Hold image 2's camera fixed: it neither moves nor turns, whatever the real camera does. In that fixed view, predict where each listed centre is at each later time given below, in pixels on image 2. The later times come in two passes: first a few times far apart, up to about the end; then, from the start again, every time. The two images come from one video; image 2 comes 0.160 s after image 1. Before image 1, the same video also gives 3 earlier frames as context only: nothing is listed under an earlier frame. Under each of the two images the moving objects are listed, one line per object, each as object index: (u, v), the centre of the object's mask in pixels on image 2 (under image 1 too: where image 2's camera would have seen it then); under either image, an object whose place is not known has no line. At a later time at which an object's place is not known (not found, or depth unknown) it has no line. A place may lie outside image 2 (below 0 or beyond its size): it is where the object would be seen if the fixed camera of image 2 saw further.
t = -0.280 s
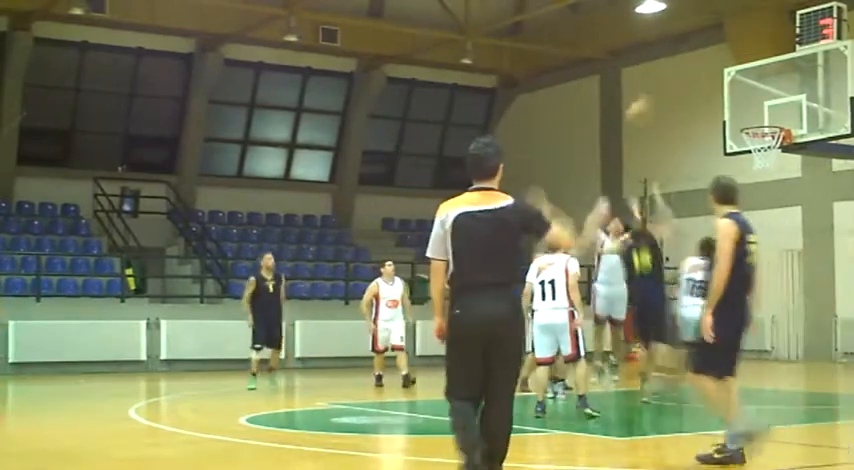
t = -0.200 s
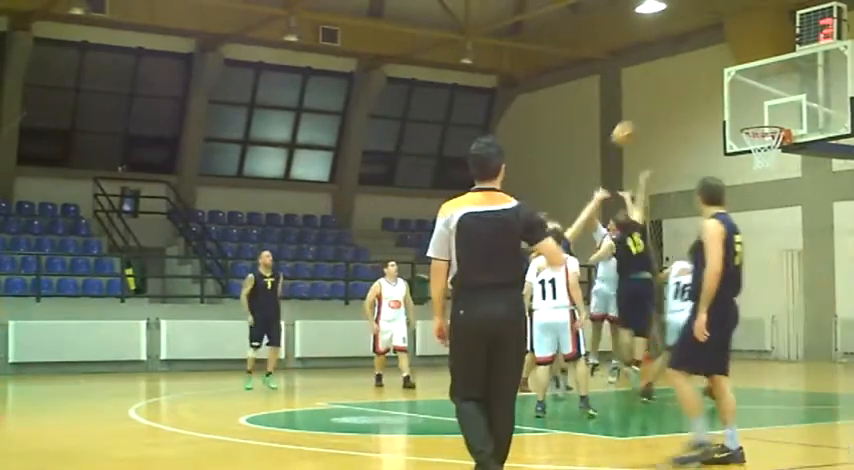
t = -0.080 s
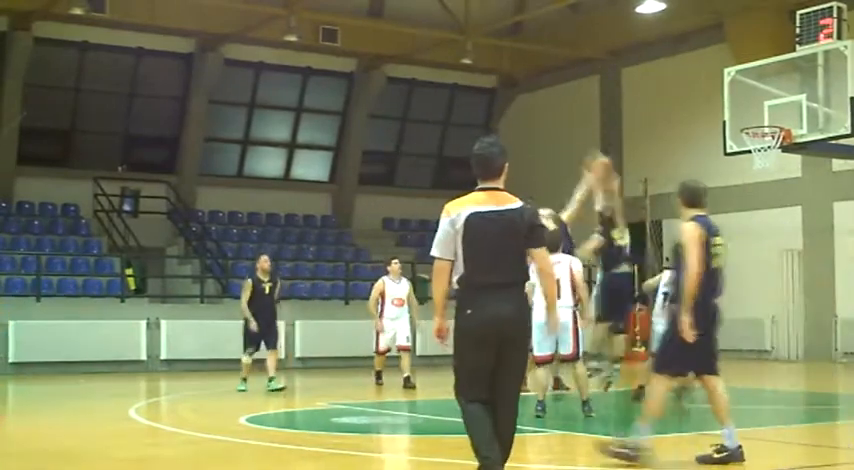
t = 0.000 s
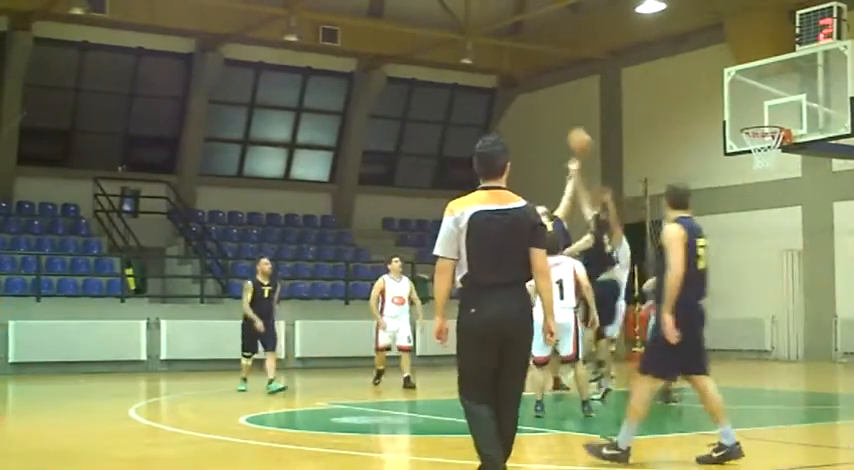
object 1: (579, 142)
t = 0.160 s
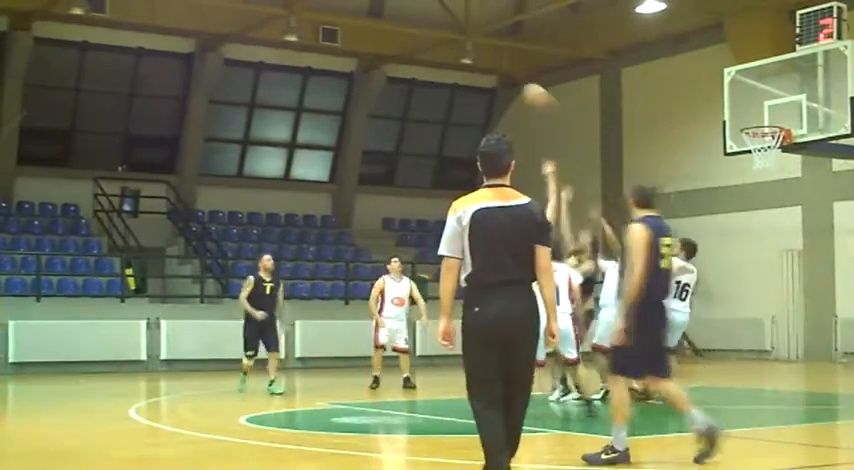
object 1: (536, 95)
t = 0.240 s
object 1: (515, 83)
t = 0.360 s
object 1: (479, 71)
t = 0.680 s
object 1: (384, 101)
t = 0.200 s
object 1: (525, 89)
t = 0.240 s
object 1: (515, 83)
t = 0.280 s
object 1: (505, 78)
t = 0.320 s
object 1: (491, 72)
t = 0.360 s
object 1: (479, 71)
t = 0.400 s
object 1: (468, 69)
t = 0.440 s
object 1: (459, 69)
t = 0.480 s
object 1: (447, 71)
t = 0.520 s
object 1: (433, 74)
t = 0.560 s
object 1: (420, 79)
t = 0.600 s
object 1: (409, 85)
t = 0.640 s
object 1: (397, 92)
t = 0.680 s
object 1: (384, 101)
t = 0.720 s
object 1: (371, 112)
